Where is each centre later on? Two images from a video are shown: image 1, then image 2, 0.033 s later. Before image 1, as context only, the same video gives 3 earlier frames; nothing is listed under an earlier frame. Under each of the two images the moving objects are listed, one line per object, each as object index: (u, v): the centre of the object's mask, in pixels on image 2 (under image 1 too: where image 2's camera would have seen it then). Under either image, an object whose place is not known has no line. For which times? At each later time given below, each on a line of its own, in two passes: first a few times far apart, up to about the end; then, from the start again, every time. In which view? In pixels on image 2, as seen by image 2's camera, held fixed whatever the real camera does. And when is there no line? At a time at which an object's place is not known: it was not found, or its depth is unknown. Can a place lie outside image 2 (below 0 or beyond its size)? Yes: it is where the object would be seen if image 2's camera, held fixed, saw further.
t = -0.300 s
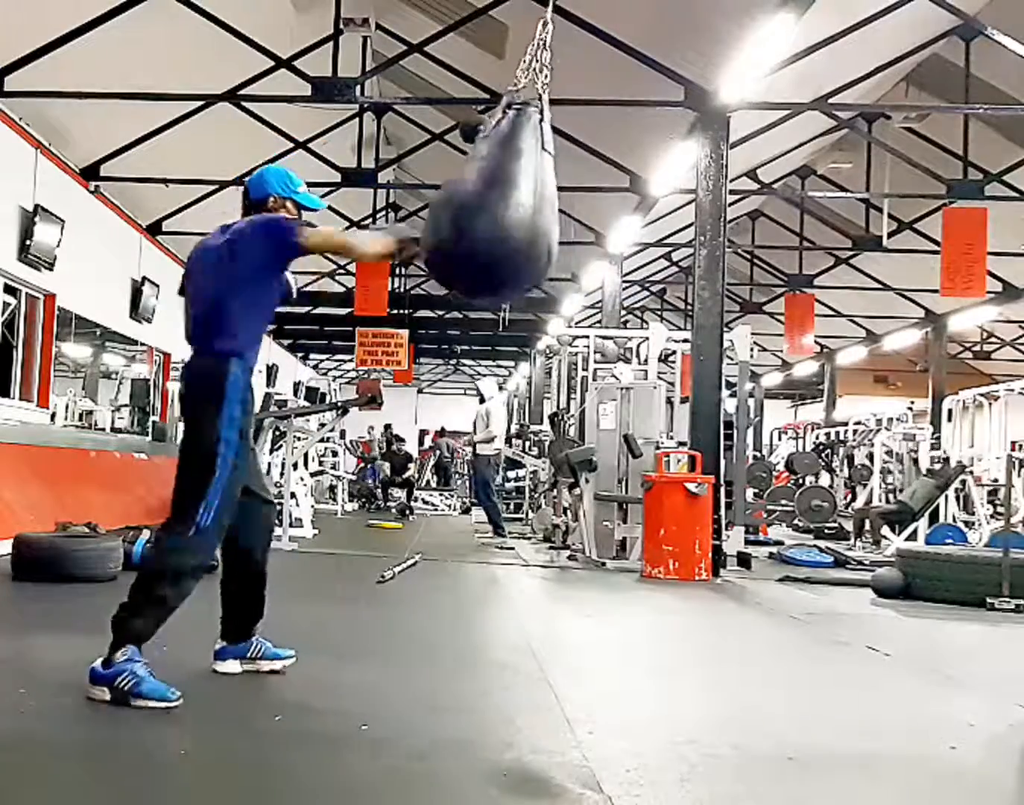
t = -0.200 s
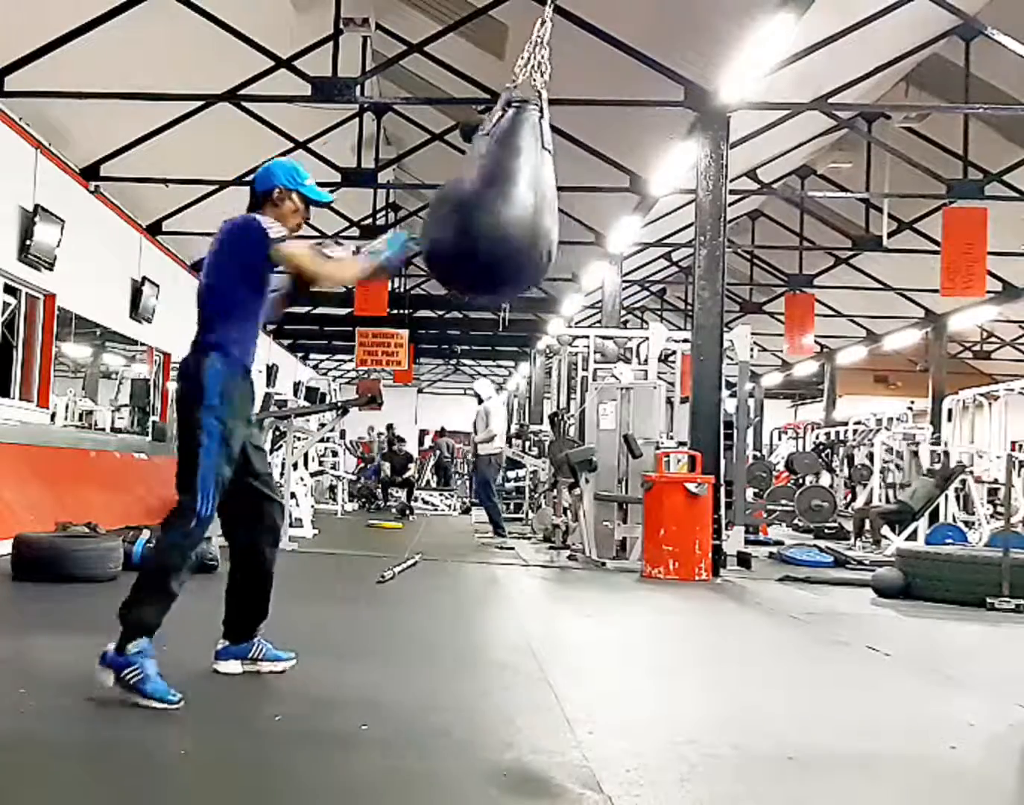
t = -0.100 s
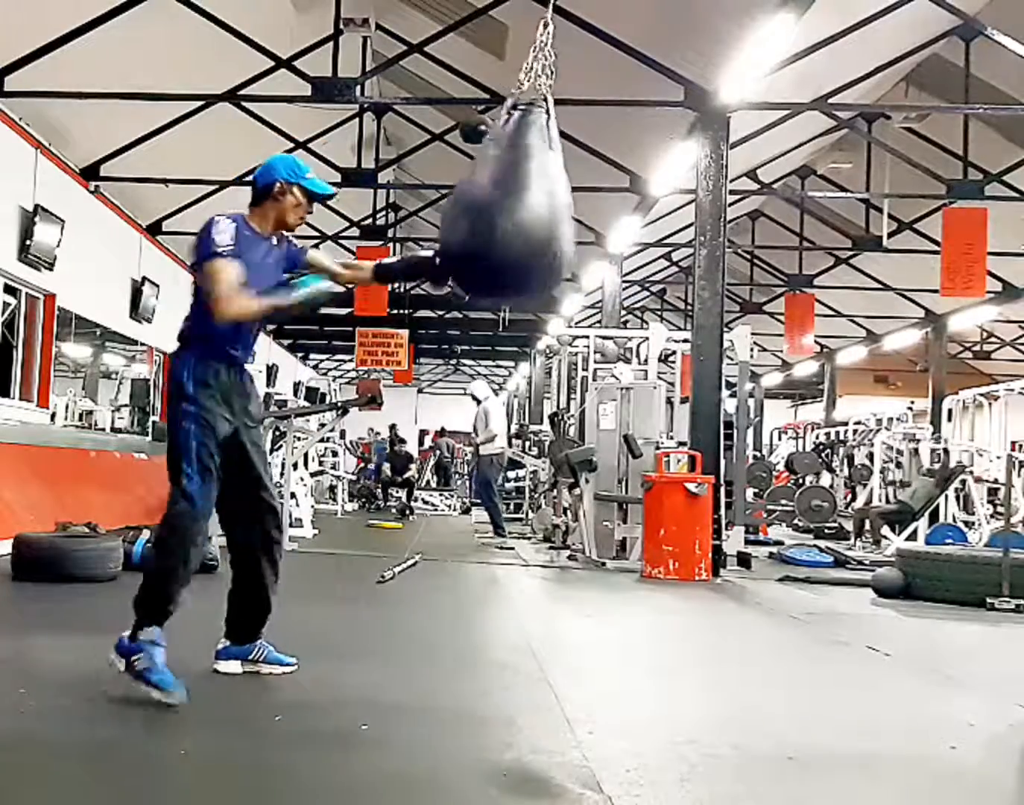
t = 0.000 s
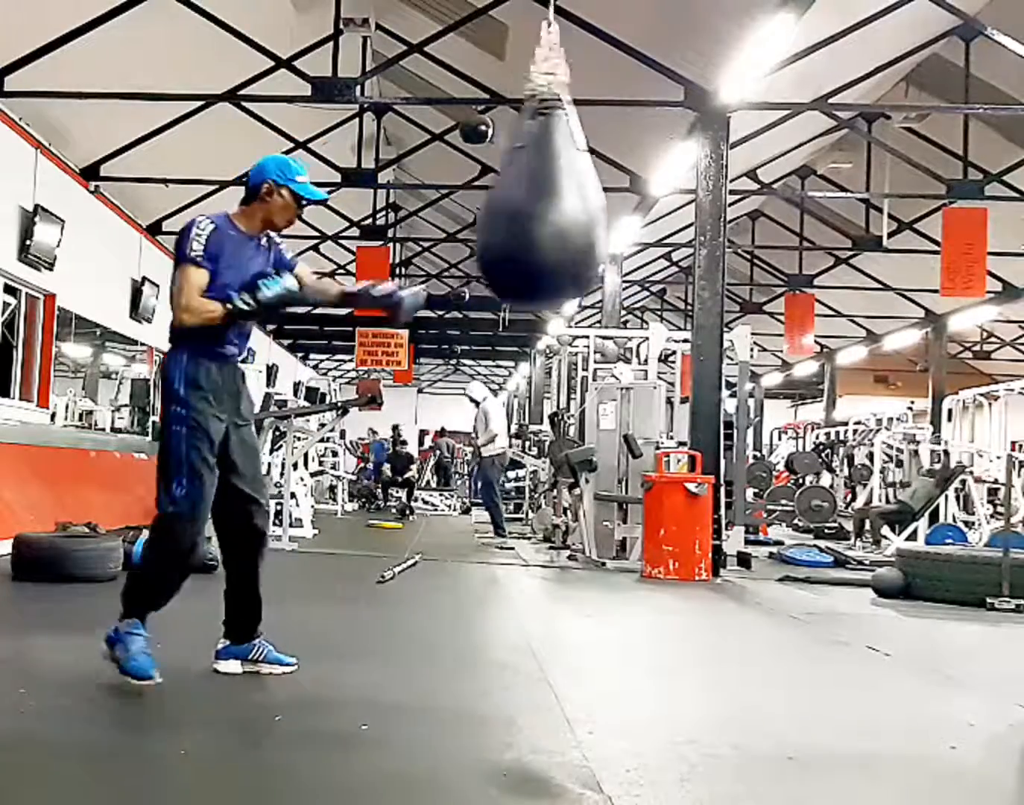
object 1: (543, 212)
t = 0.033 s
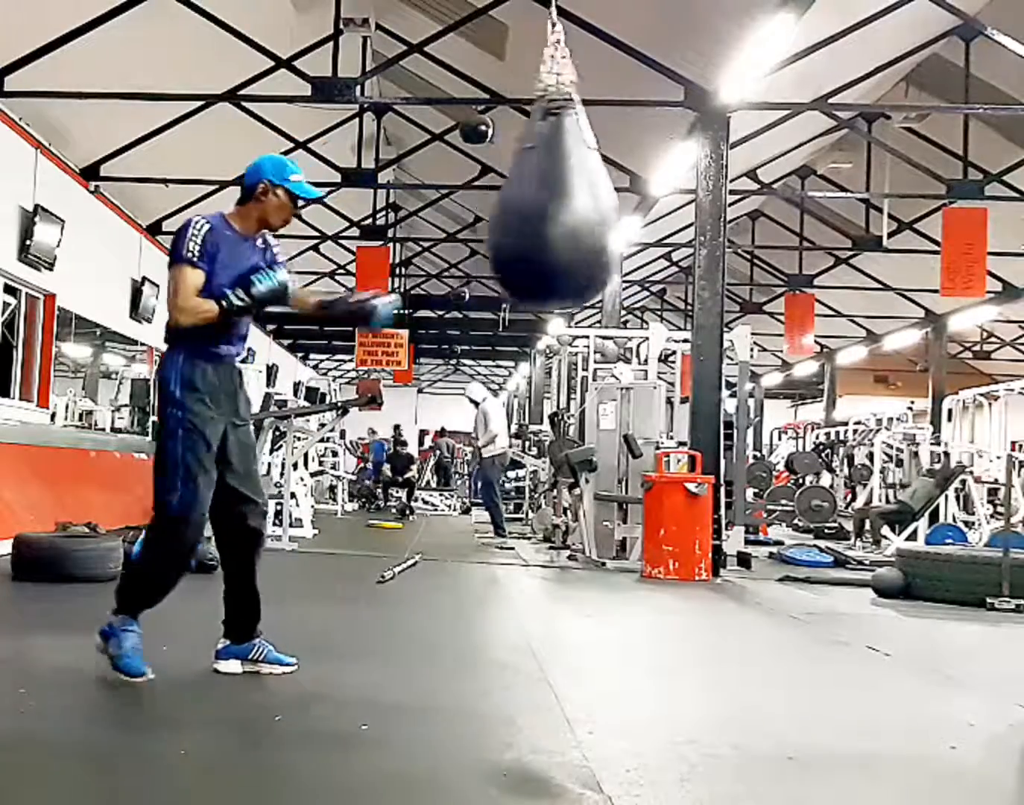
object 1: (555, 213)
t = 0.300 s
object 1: (626, 203)
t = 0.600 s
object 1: (630, 203)
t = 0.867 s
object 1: (567, 215)
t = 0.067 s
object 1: (567, 213)
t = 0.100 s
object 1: (576, 212)
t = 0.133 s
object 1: (587, 211)
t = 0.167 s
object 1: (596, 210)
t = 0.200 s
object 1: (605, 208)
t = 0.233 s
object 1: (613, 206)
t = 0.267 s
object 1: (620, 205)
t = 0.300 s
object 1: (626, 203)
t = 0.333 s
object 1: (631, 202)
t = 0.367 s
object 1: (634, 201)
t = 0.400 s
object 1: (637, 200)
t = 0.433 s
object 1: (639, 200)
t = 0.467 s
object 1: (639, 200)
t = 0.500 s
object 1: (639, 200)
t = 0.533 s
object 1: (637, 201)
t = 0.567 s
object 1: (634, 202)
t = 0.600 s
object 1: (630, 203)
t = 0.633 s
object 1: (626, 205)
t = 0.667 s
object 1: (619, 206)
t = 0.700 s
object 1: (612, 207)
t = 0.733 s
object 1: (604, 209)
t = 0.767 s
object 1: (596, 211)
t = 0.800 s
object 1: (586, 212)
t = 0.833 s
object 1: (577, 214)
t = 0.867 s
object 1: (567, 215)
